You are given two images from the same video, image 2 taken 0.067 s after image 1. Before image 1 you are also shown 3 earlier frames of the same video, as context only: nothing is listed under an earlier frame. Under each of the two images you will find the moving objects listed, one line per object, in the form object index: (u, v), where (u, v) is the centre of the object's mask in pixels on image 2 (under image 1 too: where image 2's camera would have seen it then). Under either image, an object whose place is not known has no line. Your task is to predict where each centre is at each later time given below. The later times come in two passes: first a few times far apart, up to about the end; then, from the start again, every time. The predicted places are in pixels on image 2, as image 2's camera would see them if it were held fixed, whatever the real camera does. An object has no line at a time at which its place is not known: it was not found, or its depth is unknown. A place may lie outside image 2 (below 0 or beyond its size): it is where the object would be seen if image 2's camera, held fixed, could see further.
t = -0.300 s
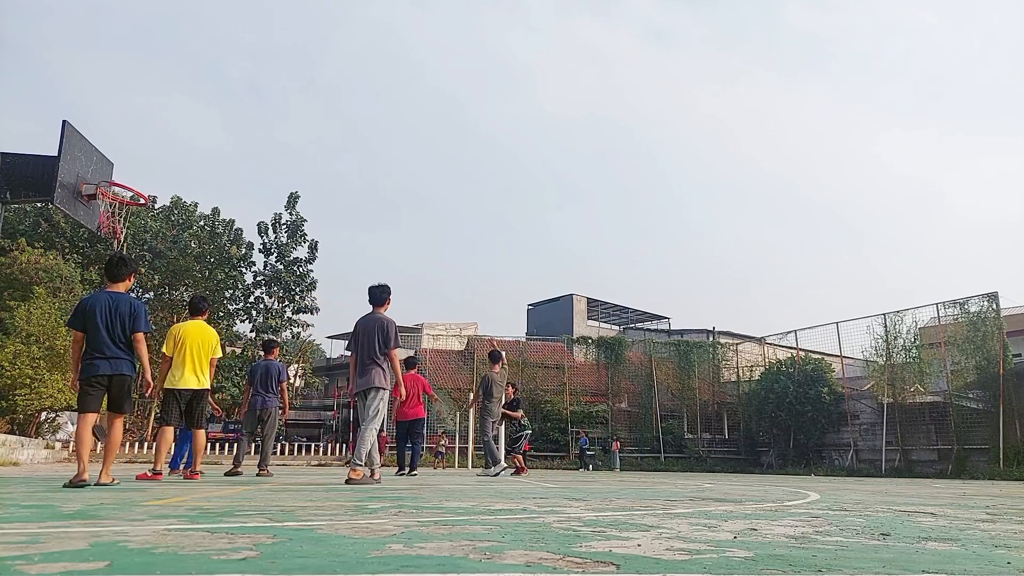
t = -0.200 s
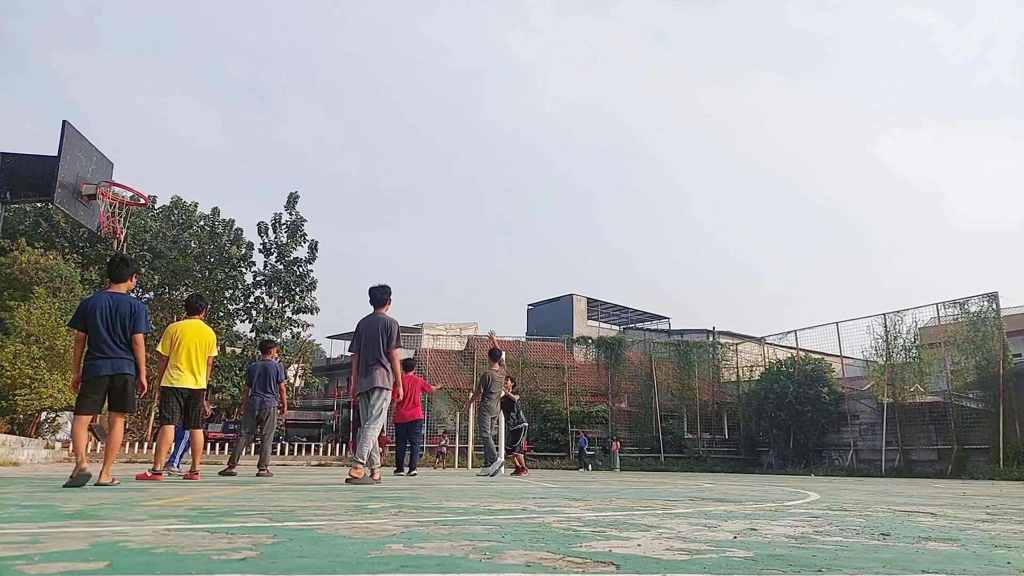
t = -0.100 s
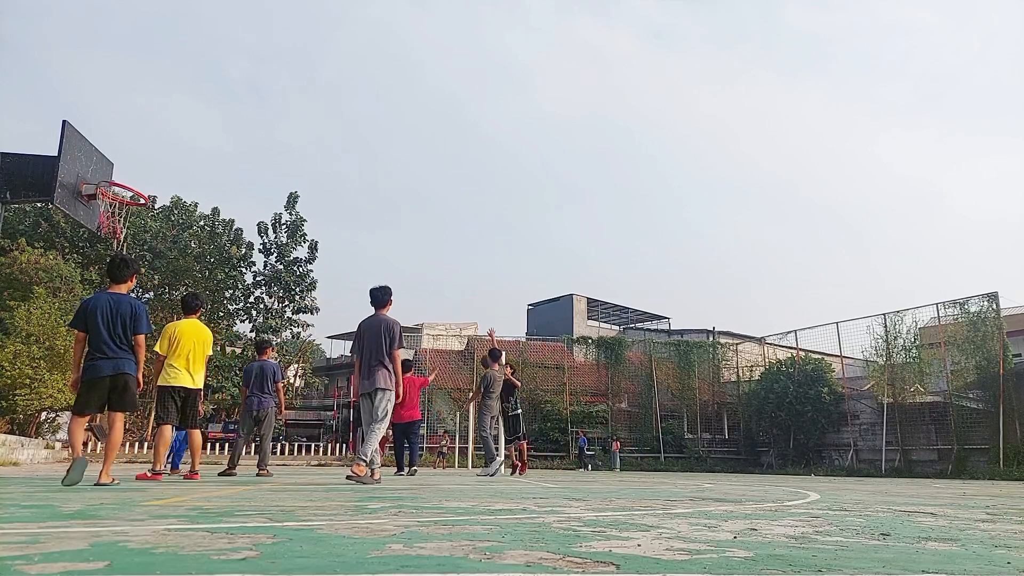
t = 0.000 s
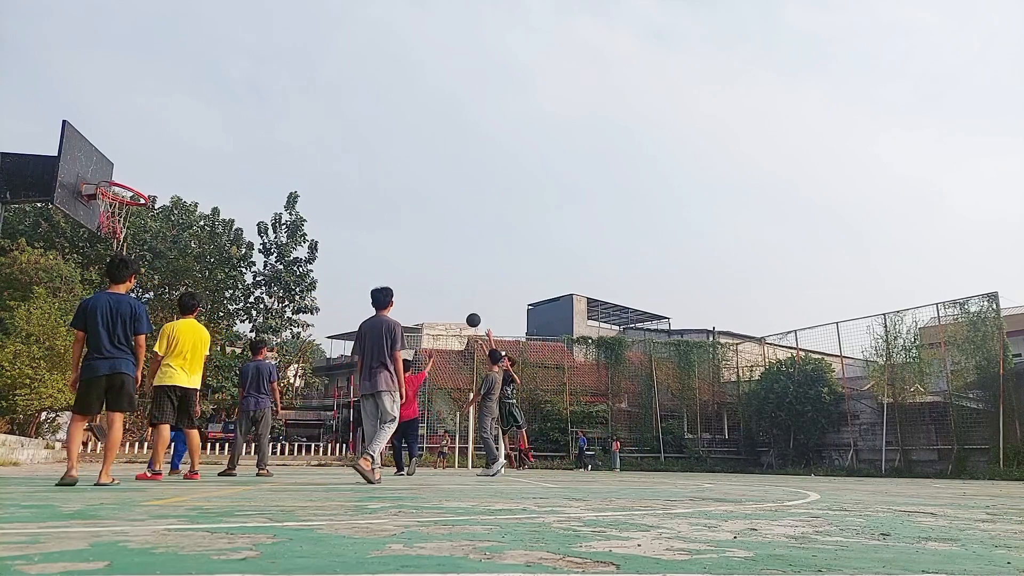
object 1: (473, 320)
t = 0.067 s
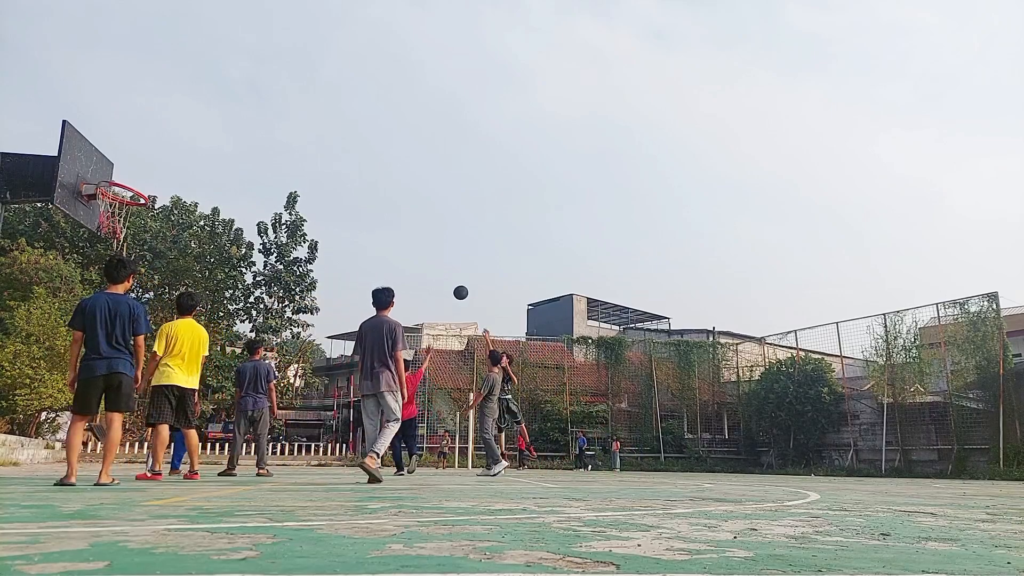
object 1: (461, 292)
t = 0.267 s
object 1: (420, 221)
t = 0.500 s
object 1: (366, 159)
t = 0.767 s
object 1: (291, 123)
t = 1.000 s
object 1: (207, 129)
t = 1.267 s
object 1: (140, 175)
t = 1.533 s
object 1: (286, 184)
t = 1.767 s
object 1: (397, 237)
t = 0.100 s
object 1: (454, 279)
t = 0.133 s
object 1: (448, 267)
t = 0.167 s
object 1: (441, 255)
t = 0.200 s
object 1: (434, 243)
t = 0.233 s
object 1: (427, 231)
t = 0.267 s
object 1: (420, 221)
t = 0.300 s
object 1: (413, 210)
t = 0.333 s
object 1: (406, 200)
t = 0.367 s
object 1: (398, 191)
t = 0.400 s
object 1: (390, 182)
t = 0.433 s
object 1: (383, 174)
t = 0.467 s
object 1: (374, 166)
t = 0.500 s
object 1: (366, 159)
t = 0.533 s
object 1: (358, 152)
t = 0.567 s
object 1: (349, 146)
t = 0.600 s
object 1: (340, 141)
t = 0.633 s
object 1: (331, 136)
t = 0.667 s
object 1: (321, 131)
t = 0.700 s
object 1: (311, 128)
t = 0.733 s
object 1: (301, 125)
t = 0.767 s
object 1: (291, 123)
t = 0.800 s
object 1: (280, 121)
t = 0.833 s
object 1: (269, 120)
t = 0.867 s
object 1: (257, 120)
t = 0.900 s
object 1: (246, 121)
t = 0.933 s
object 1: (233, 123)
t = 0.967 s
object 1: (220, 126)
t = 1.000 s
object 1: (207, 129)
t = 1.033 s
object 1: (194, 134)
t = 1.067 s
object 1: (179, 140)
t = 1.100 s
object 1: (164, 147)
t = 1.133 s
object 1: (148, 155)
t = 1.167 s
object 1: (132, 165)
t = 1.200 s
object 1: (115, 174)
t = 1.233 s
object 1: (120, 176)
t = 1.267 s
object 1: (140, 175)
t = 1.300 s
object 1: (159, 173)
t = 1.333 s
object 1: (178, 171)
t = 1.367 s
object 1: (197, 171)
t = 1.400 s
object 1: (216, 172)
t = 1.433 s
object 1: (234, 173)
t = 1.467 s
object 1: (251, 176)
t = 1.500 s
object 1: (269, 179)
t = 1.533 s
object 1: (286, 184)
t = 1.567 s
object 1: (303, 189)
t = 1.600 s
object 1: (319, 195)
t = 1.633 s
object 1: (335, 202)
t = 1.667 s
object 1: (351, 209)
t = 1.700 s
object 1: (367, 218)
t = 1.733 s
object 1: (382, 227)
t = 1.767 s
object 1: (397, 237)
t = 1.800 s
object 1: (412, 249)
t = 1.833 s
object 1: (427, 260)
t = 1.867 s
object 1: (441, 273)
